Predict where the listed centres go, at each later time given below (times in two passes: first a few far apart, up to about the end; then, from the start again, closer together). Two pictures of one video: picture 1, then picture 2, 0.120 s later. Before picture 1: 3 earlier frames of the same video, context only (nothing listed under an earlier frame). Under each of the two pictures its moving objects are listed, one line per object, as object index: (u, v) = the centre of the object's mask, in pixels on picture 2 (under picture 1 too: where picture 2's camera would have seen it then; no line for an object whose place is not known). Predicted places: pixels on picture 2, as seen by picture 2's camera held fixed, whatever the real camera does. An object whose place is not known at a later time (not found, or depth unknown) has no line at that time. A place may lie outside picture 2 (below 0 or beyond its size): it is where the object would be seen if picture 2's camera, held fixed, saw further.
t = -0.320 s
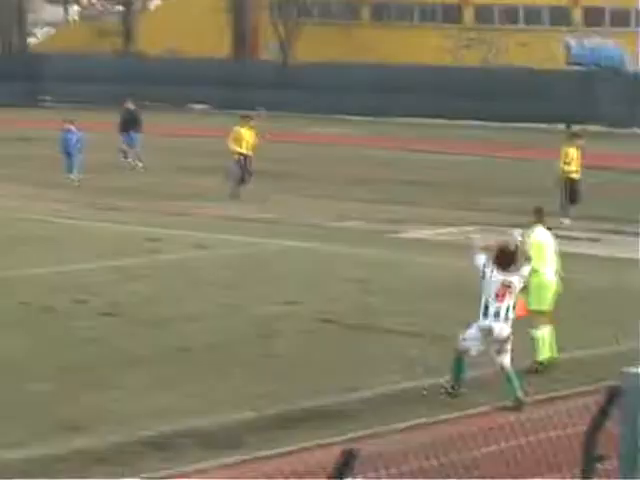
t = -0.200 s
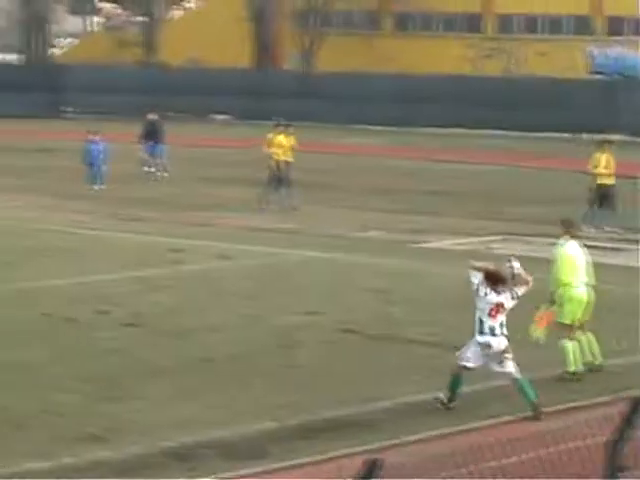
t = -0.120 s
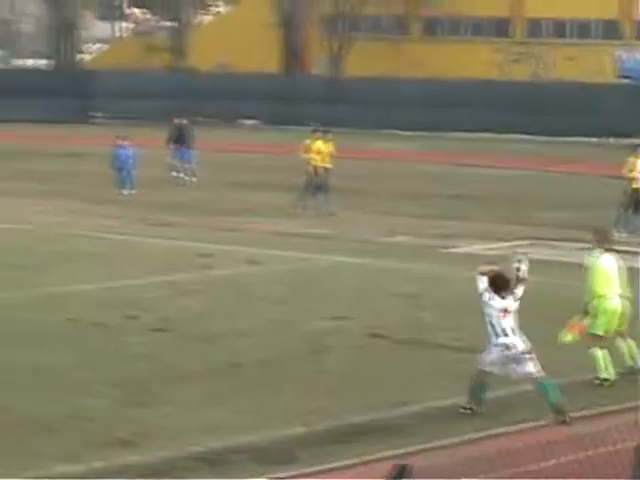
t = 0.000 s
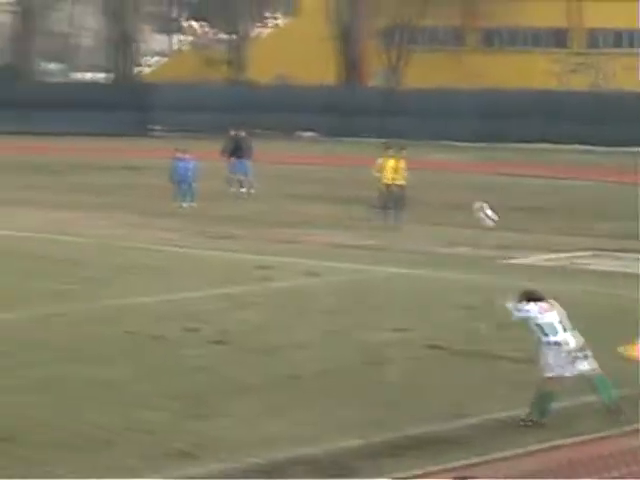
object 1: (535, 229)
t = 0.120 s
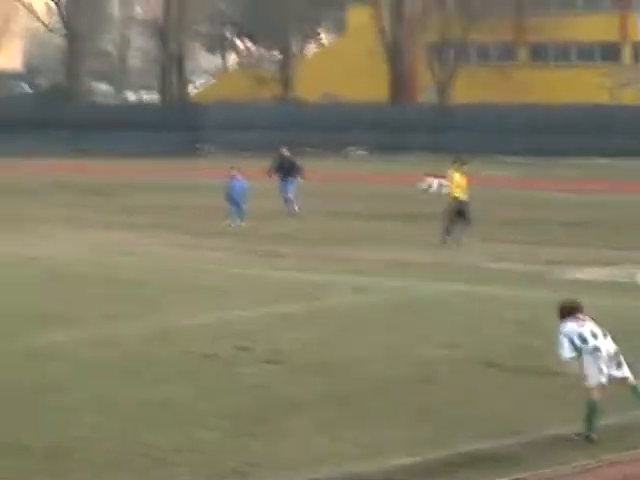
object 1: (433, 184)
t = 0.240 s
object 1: (346, 154)
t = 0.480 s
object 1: (203, 120)
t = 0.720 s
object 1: (93, 117)
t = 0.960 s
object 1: (0, 136)
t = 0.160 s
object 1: (403, 173)
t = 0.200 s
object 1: (373, 165)
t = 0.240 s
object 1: (346, 154)
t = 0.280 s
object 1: (319, 145)
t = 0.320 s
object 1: (293, 138)
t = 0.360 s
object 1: (269, 132)
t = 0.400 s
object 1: (246, 127)
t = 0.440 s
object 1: (225, 124)
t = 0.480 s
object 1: (203, 120)
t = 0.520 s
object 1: (181, 118)
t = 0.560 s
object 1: (165, 117)
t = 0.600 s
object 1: (145, 116)
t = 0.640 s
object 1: (127, 116)
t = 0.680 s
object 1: (110, 115)
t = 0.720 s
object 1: (93, 117)
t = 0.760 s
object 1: (75, 119)
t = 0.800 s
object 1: (61, 121)
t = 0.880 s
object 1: (29, 127)
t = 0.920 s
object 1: (14, 131)
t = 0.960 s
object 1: (0, 136)
